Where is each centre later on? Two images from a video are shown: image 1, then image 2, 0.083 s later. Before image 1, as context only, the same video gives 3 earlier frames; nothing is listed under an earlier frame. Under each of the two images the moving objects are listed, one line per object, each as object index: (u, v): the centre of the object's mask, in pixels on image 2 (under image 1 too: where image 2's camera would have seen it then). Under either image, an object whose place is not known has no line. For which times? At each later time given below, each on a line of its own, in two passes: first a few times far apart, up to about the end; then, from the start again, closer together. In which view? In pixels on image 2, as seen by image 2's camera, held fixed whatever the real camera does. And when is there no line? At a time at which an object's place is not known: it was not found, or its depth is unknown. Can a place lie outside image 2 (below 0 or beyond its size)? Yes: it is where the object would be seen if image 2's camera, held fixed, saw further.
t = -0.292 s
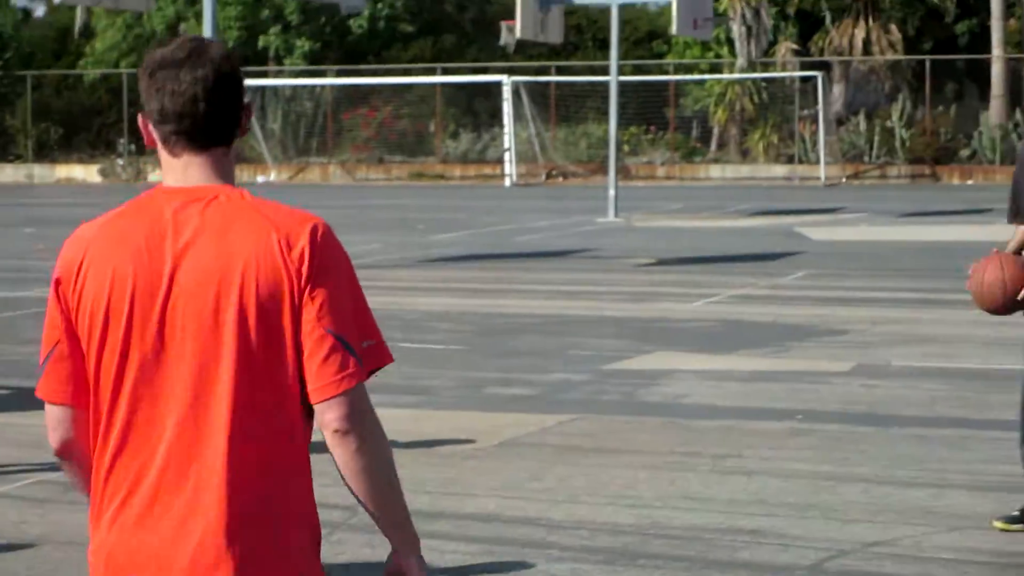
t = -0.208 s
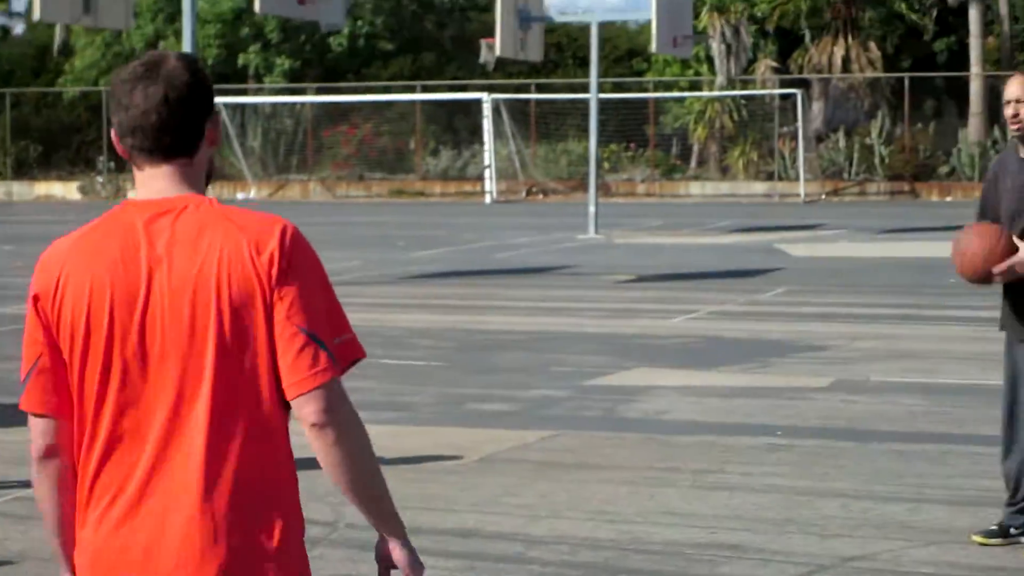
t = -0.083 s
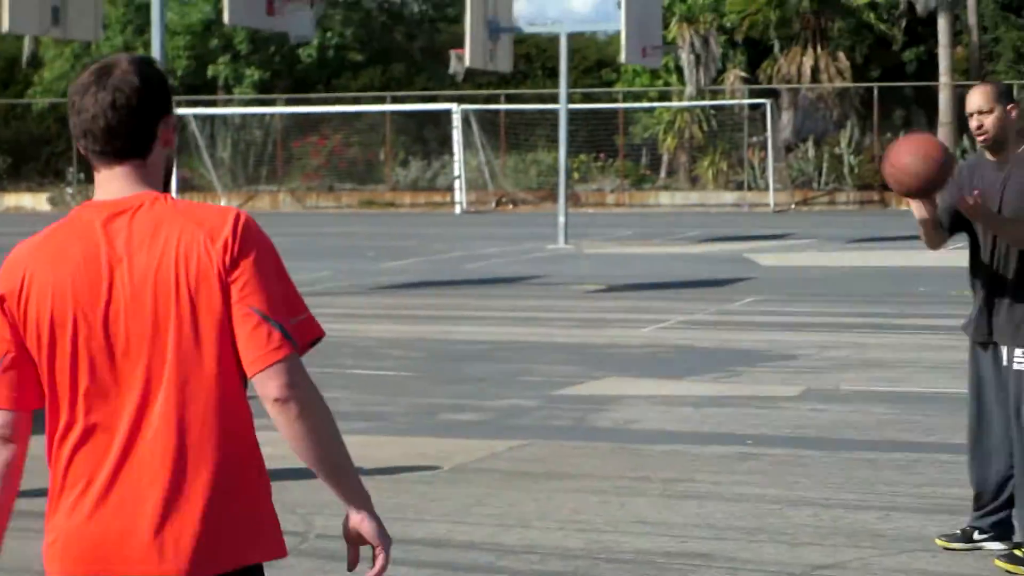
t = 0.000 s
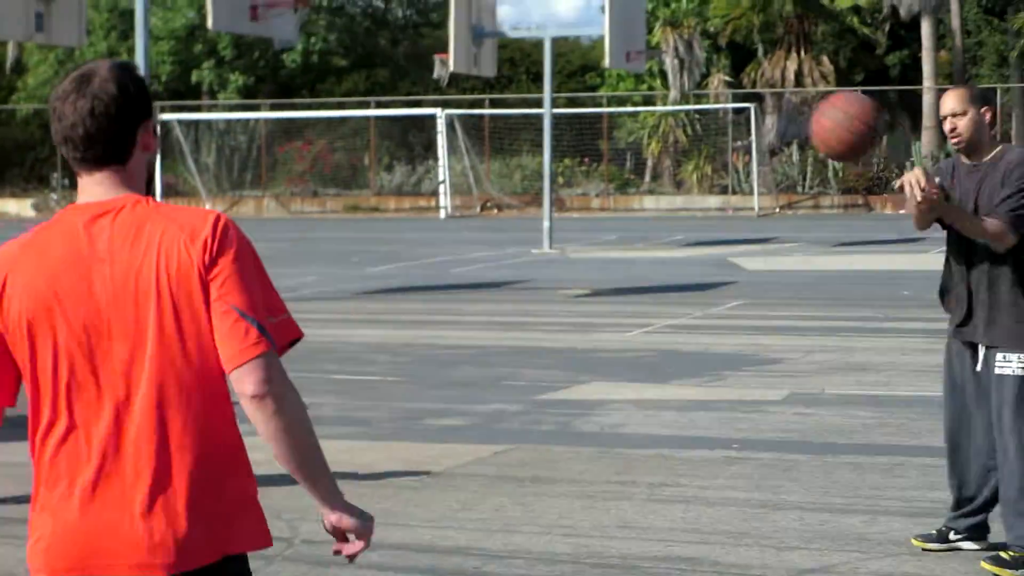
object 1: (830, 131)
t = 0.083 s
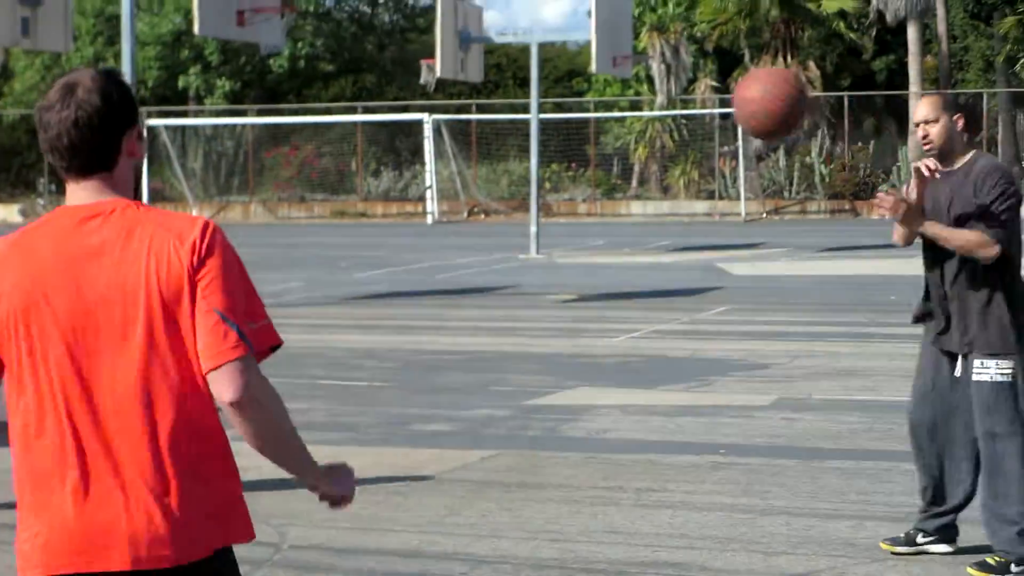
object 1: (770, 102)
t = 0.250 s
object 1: (617, 103)
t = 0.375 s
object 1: (474, 170)
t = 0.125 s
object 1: (735, 94)
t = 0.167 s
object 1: (699, 91)
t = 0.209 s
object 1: (660, 94)
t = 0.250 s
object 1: (617, 103)
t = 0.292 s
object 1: (573, 118)
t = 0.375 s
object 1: (474, 170)
